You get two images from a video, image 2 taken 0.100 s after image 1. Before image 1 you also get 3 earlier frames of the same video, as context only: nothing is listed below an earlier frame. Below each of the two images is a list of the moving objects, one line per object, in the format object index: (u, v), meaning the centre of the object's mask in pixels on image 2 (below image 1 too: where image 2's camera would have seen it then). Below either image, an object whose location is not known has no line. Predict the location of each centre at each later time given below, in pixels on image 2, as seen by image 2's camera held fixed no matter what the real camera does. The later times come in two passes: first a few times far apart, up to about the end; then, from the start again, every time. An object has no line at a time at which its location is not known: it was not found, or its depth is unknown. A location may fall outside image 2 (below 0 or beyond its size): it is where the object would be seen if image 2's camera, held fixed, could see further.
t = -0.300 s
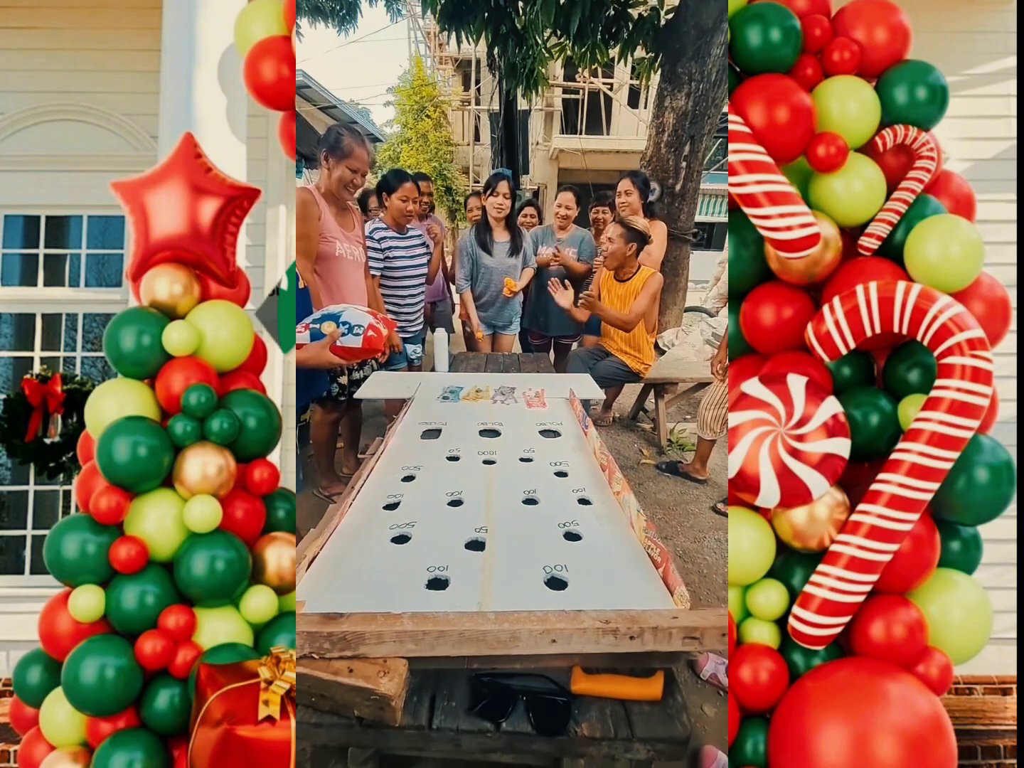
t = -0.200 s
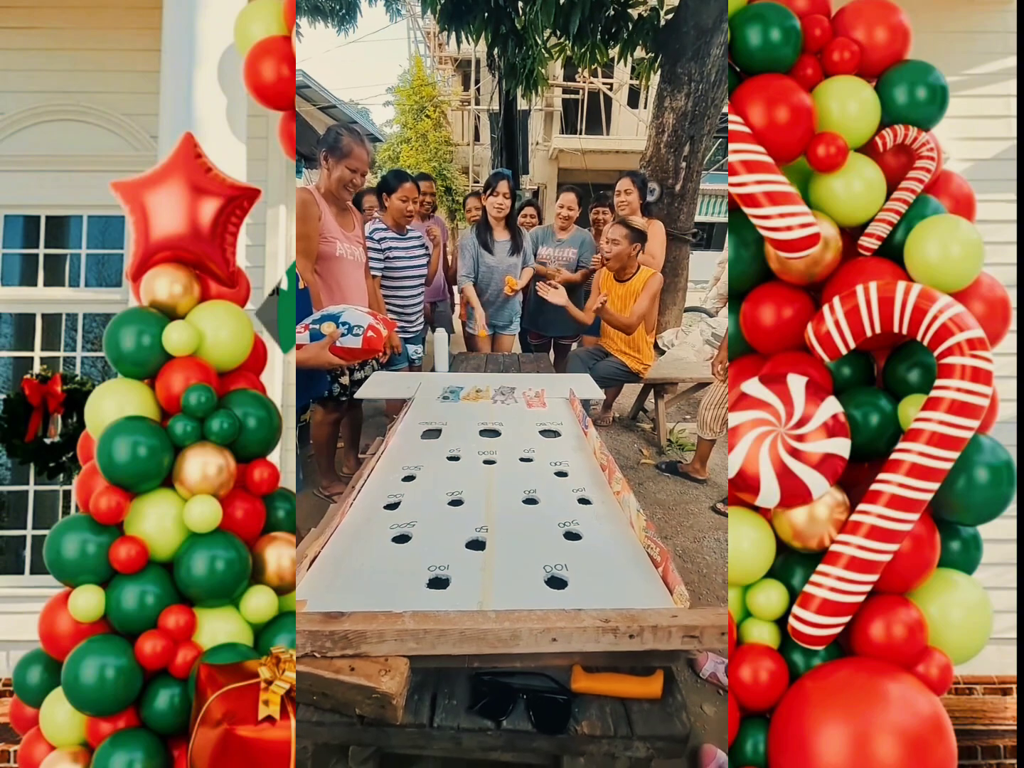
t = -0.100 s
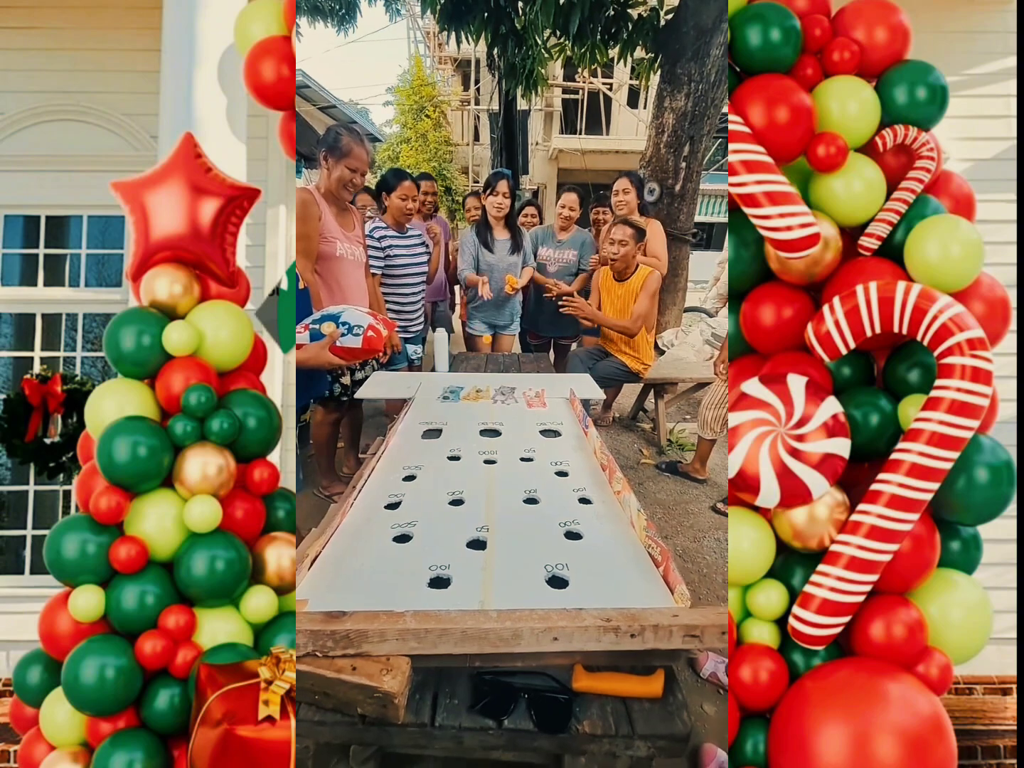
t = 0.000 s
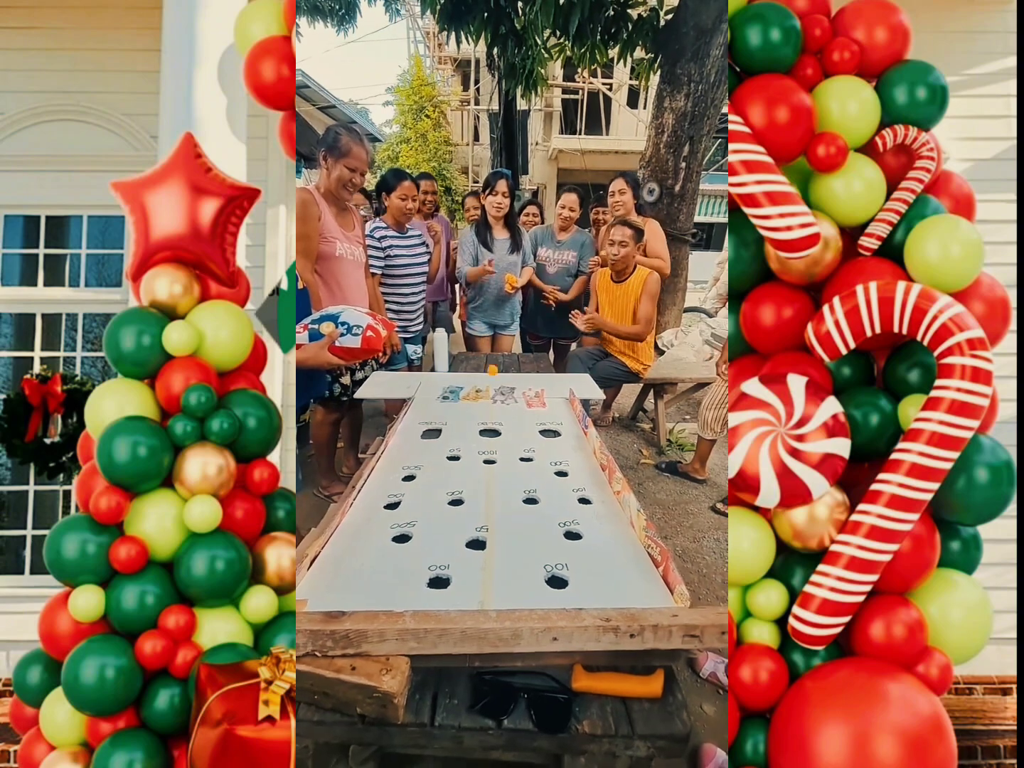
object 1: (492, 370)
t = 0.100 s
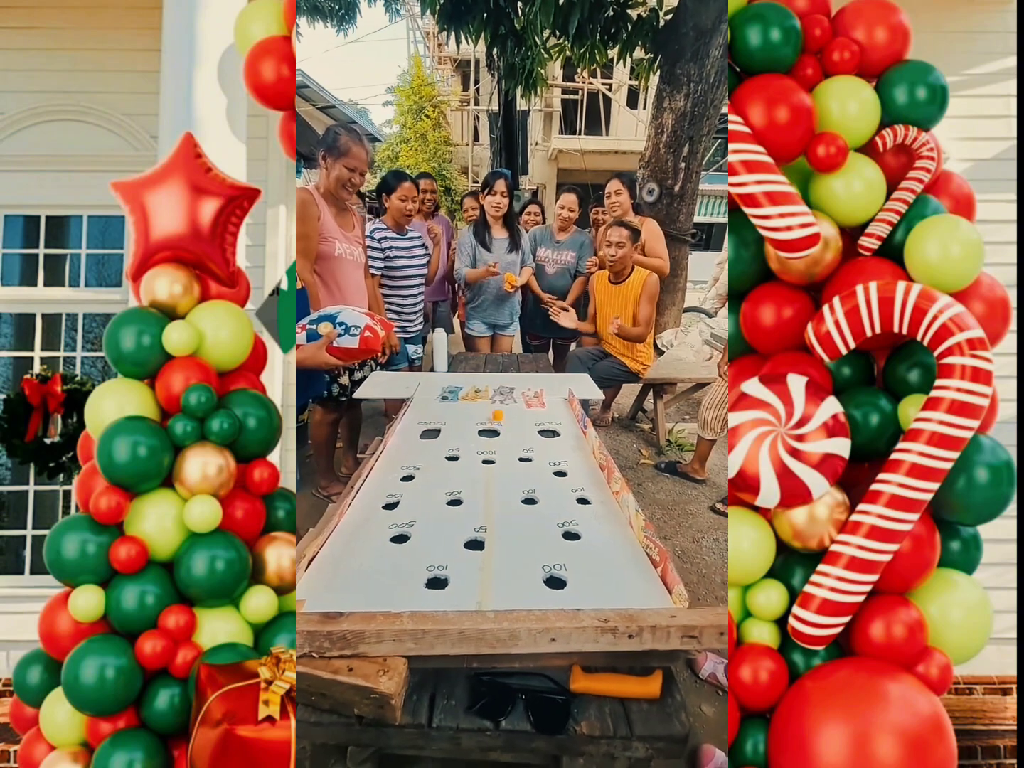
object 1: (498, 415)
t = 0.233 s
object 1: (507, 447)
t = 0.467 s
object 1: (542, 514)
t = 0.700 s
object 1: (593, 573)
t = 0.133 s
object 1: (500, 424)
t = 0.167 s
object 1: (502, 431)
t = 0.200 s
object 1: (504, 439)
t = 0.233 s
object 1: (507, 447)
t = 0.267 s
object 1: (510, 457)
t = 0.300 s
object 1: (513, 466)
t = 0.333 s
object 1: (517, 477)
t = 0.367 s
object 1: (521, 488)
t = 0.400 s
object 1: (527, 497)
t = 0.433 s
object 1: (534, 503)
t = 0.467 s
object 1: (542, 514)
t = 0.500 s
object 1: (550, 531)
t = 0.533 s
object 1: (559, 548)
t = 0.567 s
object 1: (570, 562)
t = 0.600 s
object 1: (581, 578)
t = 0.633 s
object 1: (592, 594)
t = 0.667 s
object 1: (595, 586)
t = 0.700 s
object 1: (593, 573)
